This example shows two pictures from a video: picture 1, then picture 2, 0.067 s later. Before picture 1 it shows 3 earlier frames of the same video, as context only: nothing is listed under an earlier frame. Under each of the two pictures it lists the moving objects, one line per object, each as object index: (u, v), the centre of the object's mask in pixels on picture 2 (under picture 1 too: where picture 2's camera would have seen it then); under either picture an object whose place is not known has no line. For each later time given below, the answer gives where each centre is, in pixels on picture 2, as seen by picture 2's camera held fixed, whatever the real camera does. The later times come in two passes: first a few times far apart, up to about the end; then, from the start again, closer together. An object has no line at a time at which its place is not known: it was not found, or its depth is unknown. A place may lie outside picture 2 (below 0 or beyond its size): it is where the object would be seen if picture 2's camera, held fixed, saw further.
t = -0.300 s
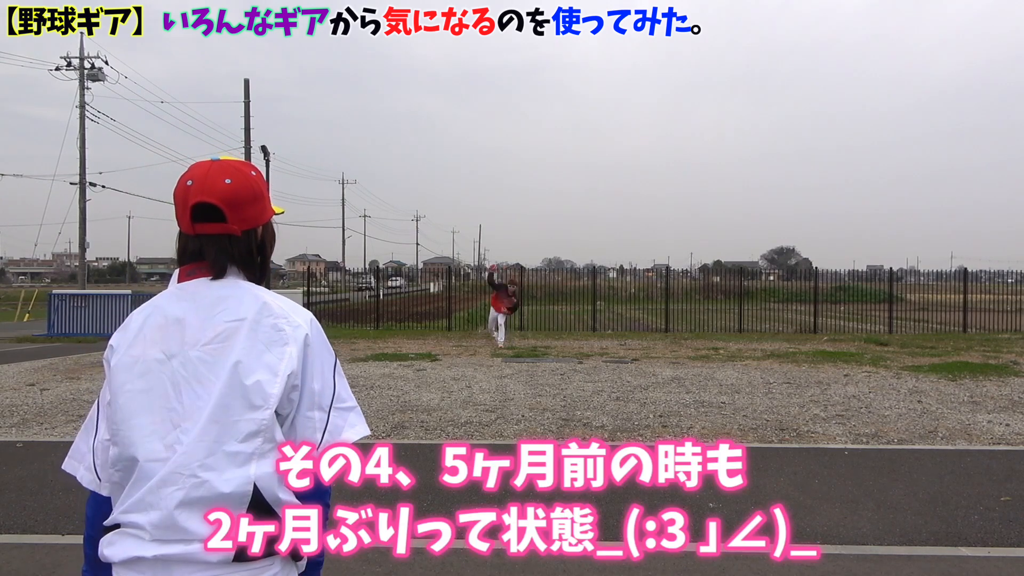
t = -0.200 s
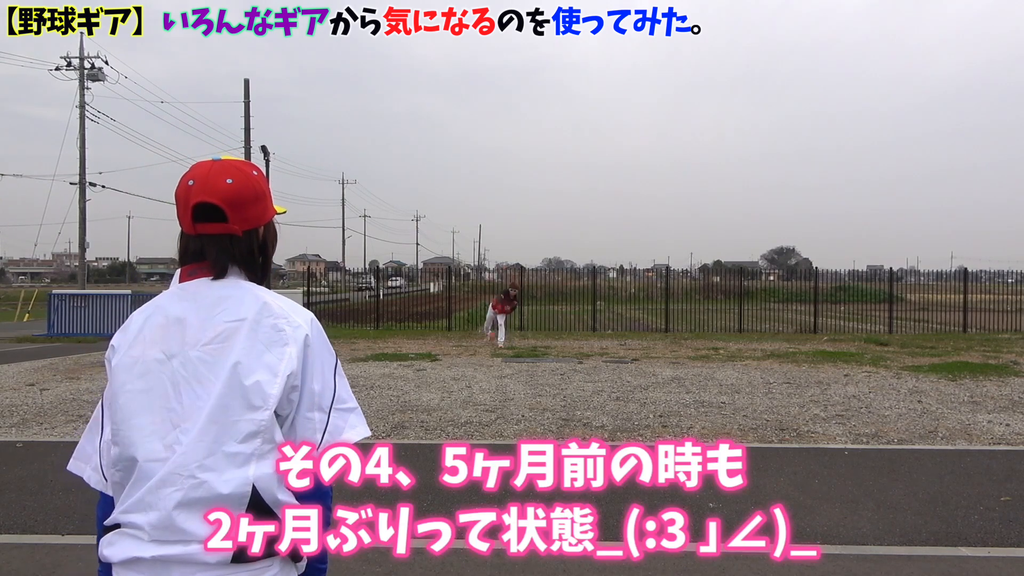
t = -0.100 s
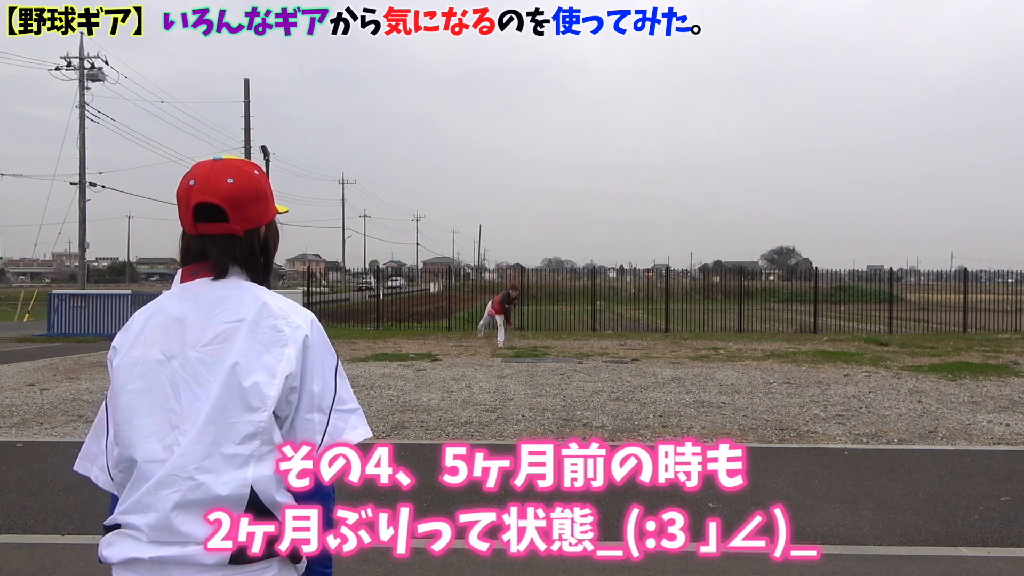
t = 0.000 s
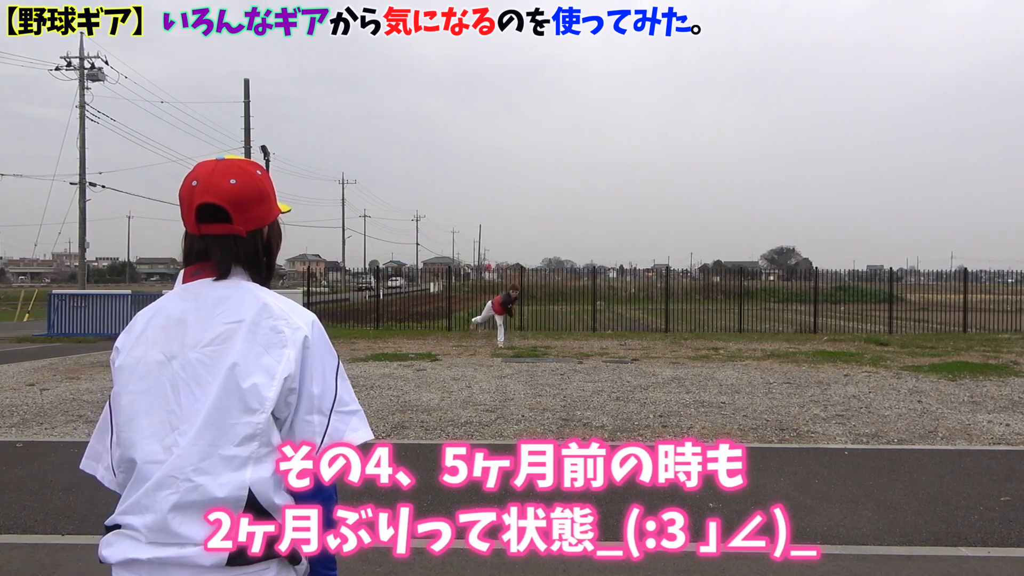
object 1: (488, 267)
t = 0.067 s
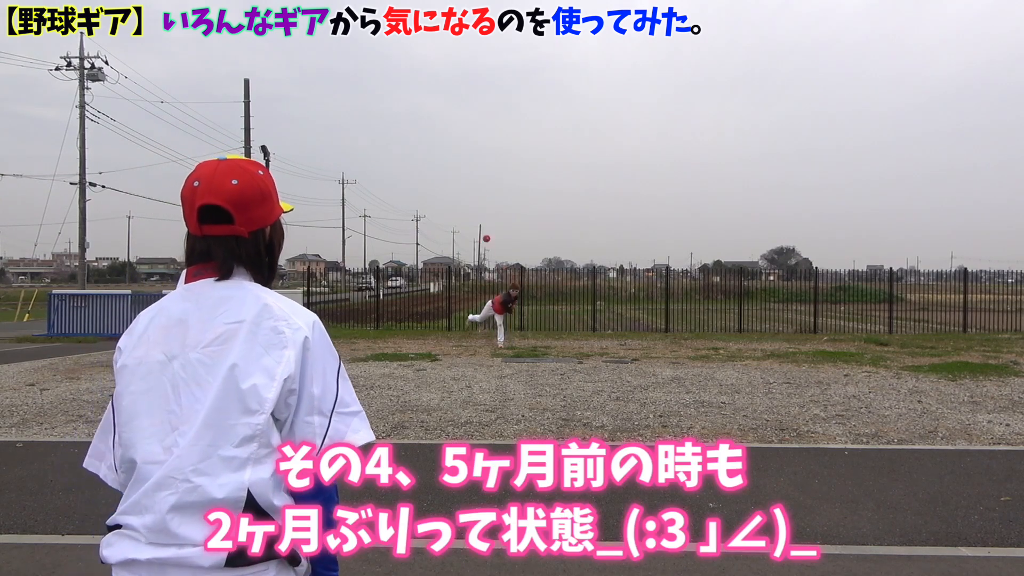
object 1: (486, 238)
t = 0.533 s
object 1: (470, 93)
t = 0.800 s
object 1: (457, 64)
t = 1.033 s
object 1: (443, 85)
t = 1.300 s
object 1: (422, 181)
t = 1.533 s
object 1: (402, 350)
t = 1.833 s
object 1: (383, 313)
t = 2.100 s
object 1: (362, 230)
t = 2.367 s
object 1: (332, 237)
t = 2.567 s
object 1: (303, 332)
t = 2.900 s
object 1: (230, 476)
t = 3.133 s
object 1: (153, 381)
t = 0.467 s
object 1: (473, 107)
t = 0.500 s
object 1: (471, 100)
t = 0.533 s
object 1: (470, 93)
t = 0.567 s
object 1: (468, 87)
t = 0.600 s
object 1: (467, 81)
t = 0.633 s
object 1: (466, 76)
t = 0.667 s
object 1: (464, 72)
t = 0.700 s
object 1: (462, 69)
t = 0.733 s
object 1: (461, 67)
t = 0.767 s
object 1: (459, 65)
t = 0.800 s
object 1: (457, 64)
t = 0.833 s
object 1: (455, 64)
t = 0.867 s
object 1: (453, 65)
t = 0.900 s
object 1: (451, 67)
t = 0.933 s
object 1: (449, 70)
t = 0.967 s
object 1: (447, 74)
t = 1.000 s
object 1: (445, 79)
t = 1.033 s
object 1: (443, 85)
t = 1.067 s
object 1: (440, 92)
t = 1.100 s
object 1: (438, 101)
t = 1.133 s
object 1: (436, 111)
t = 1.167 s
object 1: (433, 122)
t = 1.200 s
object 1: (430, 135)
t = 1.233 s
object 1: (428, 149)
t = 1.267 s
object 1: (425, 164)
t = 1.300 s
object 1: (422, 181)
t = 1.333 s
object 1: (419, 200)
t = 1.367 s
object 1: (417, 220)
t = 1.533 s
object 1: (402, 350)
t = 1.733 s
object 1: (388, 360)
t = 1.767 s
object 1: (385, 342)
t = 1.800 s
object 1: (384, 327)
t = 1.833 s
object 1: (383, 313)
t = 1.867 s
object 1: (380, 299)
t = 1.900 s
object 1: (377, 285)
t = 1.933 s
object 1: (375, 273)
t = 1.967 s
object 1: (374, 263)
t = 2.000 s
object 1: (370, 253)
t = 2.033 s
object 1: (367, 244)
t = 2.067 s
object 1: (364, 236)
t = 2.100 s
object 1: (362, 230)
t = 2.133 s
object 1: (359, 226)
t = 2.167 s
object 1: (355, 222)
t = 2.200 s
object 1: (352, 220)
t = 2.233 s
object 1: (348, 220)
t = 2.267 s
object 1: (345, 222)
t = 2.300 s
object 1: (341, 225)
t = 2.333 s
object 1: (337, 230)
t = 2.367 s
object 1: (332, 237)
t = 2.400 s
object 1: (328, 247)
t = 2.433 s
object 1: (323, 258)
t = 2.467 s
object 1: (318, 272)
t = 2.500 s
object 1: (313, 290)
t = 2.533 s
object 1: (308, 310)
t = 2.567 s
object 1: (303, 332)
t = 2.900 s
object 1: (230, 476)
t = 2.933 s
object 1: (221, 458)
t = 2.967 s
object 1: (211, 440)
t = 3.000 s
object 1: (201, 425)
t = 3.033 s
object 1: (190, 411)
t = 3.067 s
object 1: (179, 398)
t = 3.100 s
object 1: (166, 388)
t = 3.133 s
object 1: (153, 381)
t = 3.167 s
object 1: (139, 377)
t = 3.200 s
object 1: (125, 376)
